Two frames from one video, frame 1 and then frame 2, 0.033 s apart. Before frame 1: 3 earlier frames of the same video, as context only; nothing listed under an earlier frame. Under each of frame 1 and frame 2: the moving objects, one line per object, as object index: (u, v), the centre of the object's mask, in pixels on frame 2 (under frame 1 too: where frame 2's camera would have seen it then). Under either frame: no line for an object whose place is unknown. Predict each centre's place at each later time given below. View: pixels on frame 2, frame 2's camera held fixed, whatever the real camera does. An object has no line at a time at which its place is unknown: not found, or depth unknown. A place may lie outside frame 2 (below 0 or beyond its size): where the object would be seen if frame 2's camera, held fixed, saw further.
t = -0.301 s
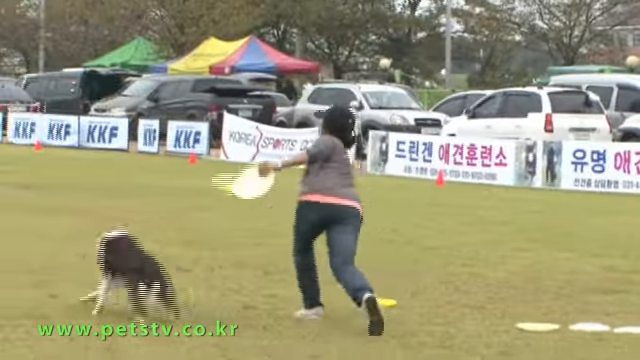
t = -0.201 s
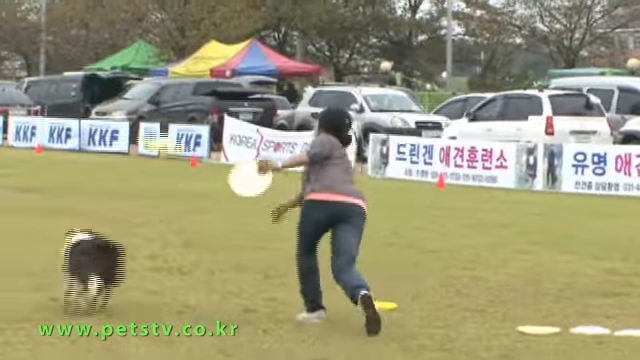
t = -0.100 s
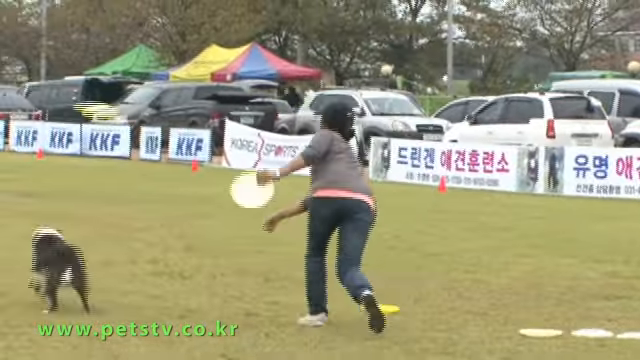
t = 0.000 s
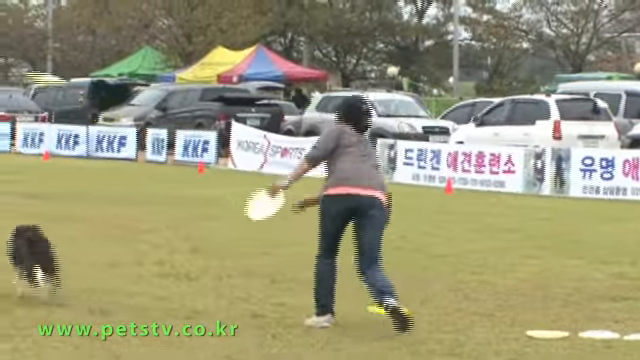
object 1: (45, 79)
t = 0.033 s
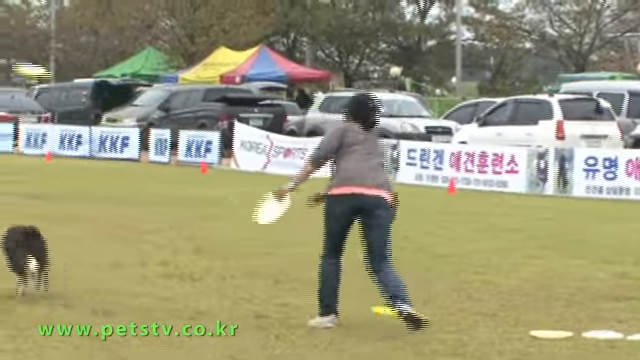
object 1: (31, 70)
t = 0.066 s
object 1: (16, 62)
